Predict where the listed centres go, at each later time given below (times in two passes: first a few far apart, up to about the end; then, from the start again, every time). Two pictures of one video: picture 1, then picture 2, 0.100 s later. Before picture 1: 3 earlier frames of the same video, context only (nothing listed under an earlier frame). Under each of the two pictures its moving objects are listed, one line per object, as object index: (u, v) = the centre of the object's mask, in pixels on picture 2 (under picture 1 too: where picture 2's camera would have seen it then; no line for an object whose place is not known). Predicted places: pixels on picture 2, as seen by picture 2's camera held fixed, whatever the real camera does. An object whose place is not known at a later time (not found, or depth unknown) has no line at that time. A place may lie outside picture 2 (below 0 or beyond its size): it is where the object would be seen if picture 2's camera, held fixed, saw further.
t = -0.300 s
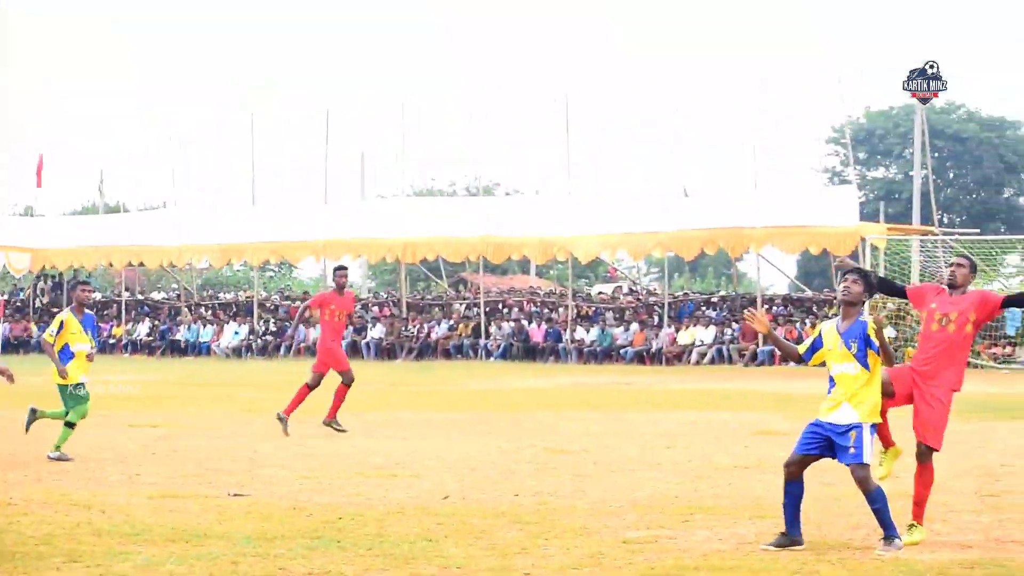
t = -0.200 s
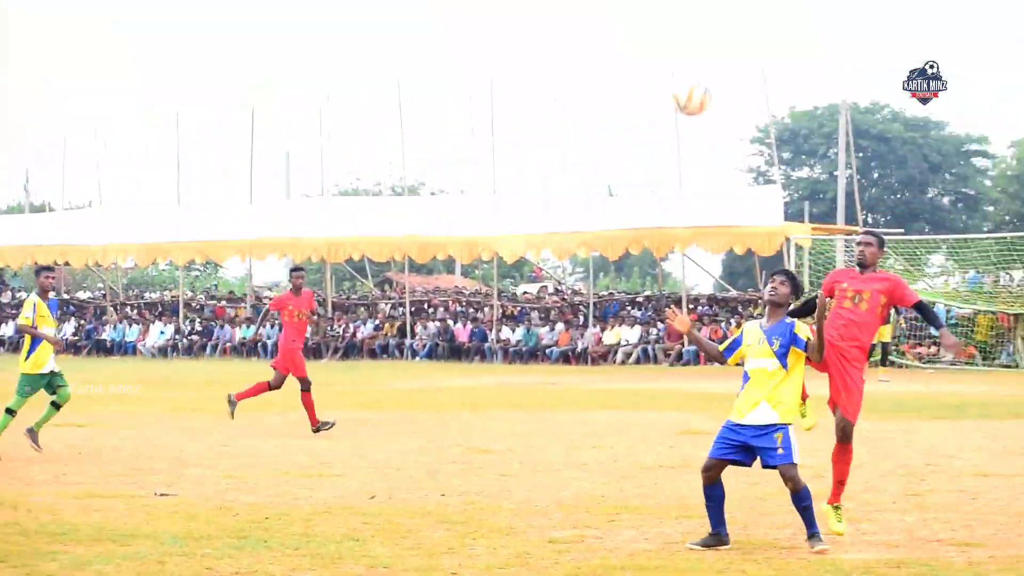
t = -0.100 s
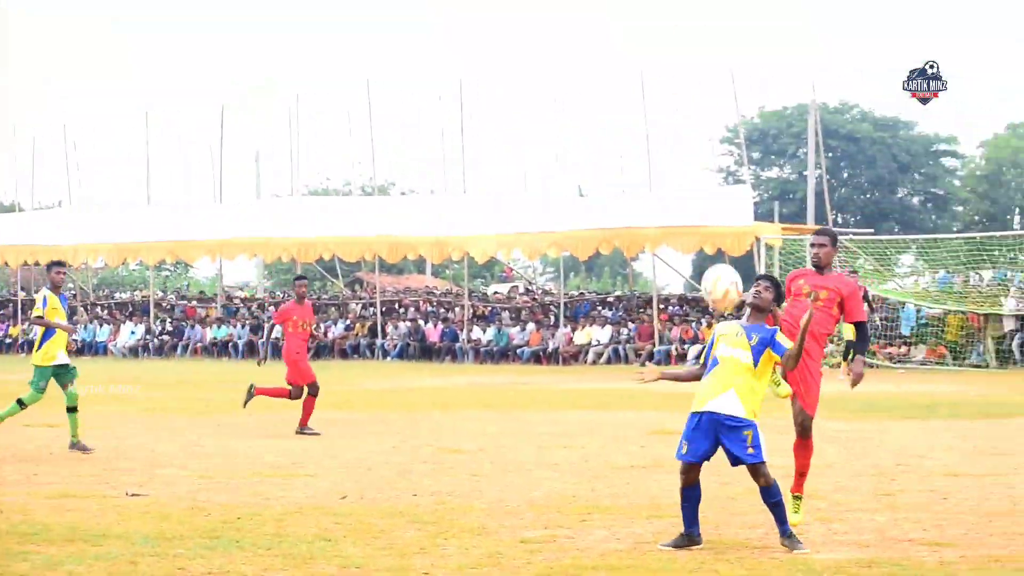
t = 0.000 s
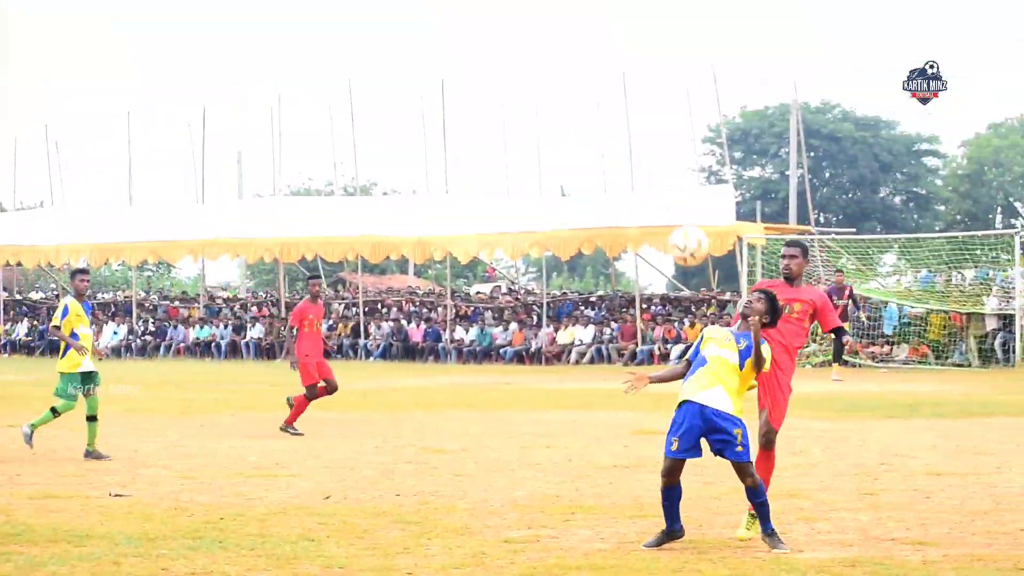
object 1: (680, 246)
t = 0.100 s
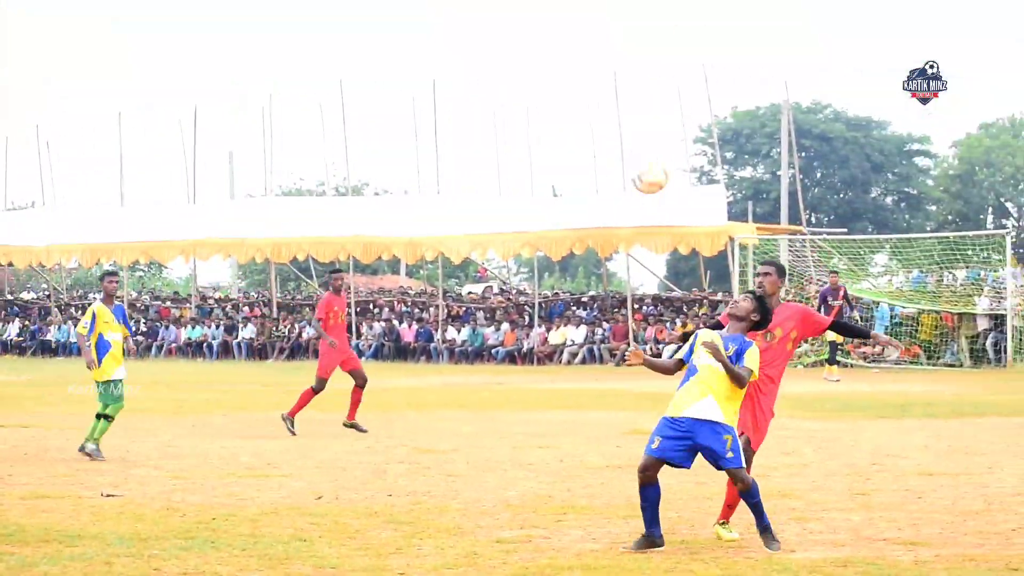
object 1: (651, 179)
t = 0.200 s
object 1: (622, 130)
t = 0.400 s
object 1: (566, 78)
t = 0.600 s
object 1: (517, 96)
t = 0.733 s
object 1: (487, 147)
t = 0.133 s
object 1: (640, 161)
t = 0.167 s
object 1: (630, 142)
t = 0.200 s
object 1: (622, 130)
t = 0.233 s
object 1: (612, 116)
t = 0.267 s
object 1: (602, 105)
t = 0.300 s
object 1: (592, 94)
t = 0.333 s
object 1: (585, 87)
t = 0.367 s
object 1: (575, 83)
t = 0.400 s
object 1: (566, 78)
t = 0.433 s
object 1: (557, 77)
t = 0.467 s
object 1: (548, 76)
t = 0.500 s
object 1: (540, 78)
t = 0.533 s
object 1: (532, 83)
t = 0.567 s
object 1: (523, 91)
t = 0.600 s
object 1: (517, 96)
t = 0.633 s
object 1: (507, 106)
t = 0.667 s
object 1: (501, 117)
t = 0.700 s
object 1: (493, 132)
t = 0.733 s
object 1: (487, 147)
